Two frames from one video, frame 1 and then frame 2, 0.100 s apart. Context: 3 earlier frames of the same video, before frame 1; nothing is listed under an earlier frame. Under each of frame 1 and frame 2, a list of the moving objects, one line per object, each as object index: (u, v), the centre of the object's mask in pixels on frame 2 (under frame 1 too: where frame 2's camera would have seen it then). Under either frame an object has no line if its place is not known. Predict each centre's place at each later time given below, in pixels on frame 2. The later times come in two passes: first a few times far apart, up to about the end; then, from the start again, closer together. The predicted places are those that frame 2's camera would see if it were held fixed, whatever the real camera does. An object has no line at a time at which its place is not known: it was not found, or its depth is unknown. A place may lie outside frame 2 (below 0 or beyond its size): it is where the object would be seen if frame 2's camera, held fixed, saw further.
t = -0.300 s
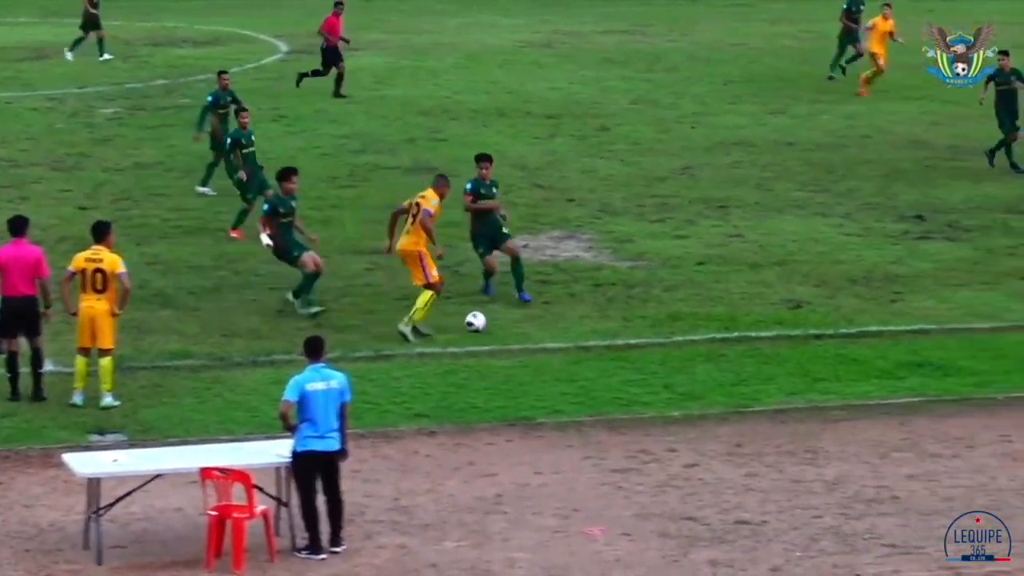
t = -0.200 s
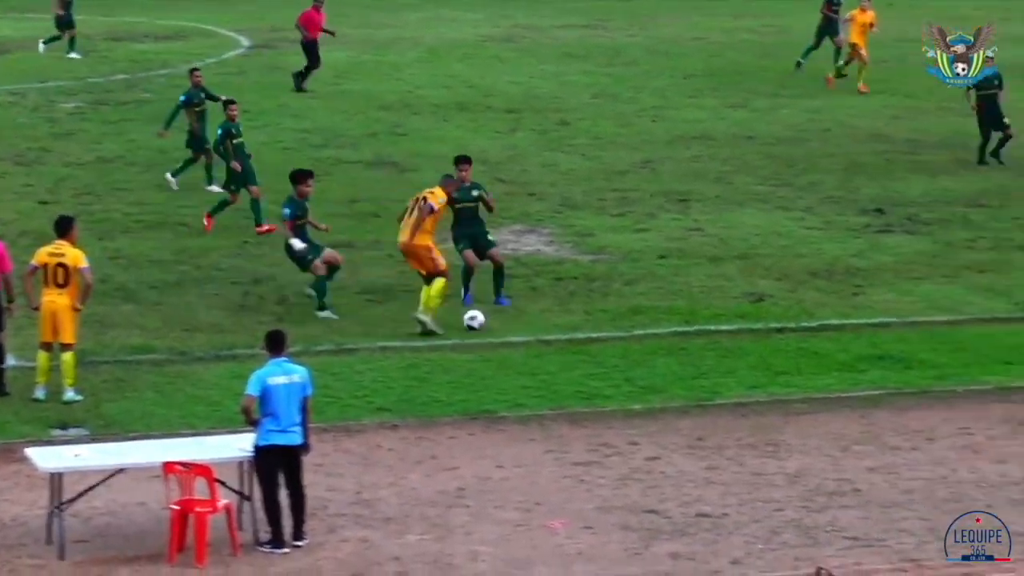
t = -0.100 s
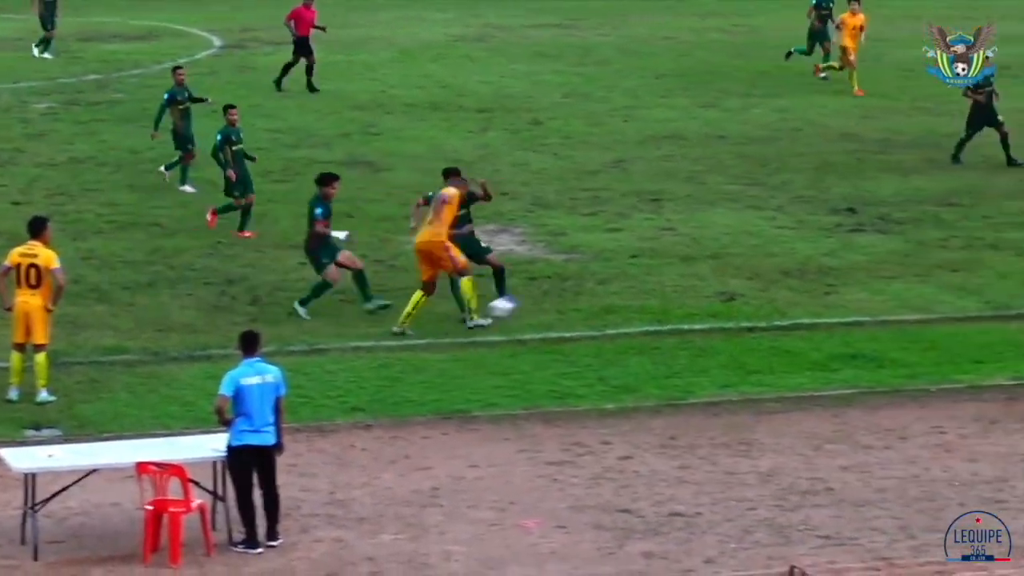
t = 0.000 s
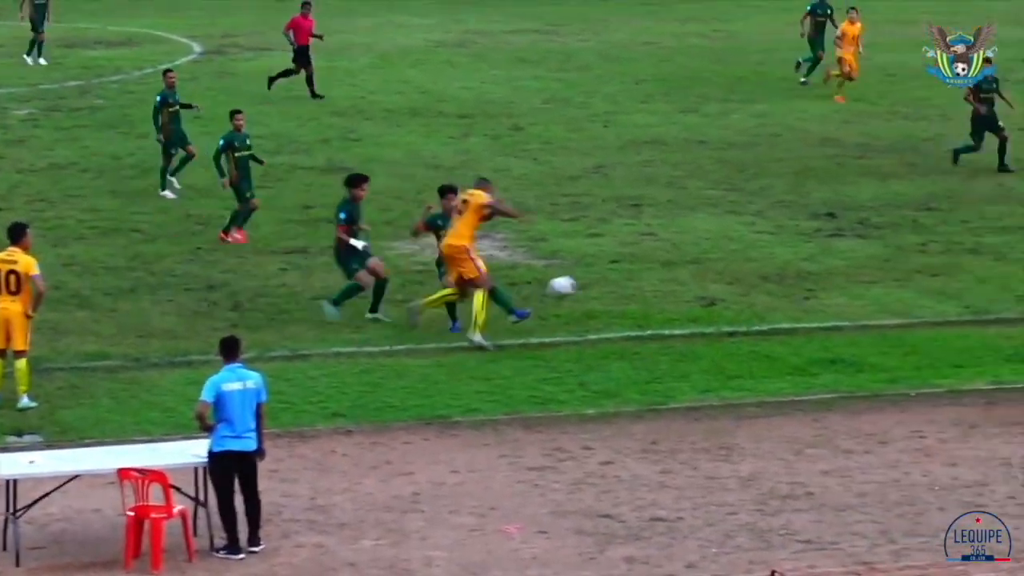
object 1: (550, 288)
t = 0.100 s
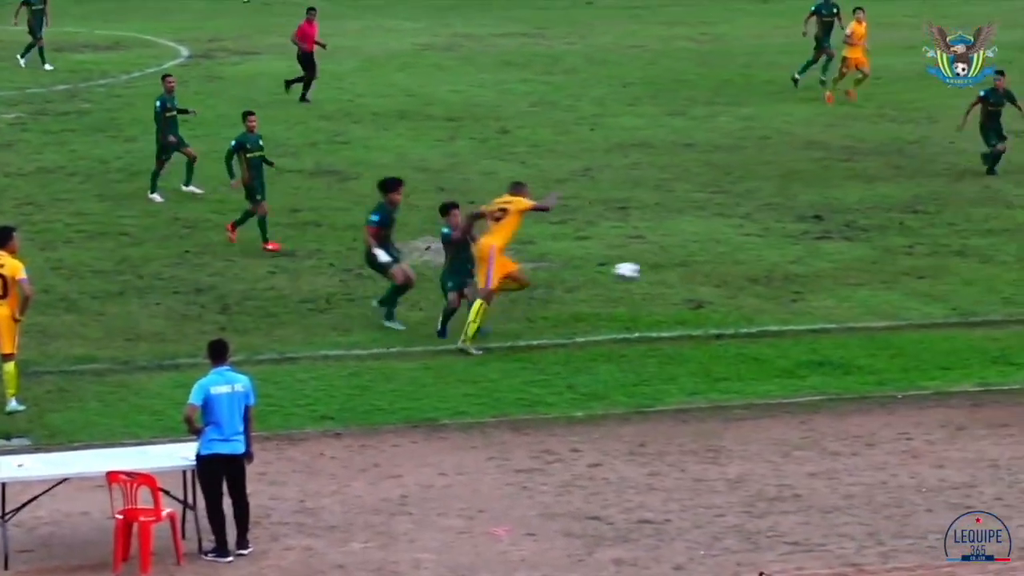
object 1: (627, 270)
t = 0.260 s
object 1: (745, 260)
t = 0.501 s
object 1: (910, 277)
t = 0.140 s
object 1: (657, 266)
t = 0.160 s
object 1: (672, 265)
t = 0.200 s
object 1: (701, 263)
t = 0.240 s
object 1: (730, 262)
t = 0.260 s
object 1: (745, 260)
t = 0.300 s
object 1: (773, 262)
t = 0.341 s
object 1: (801, 264)
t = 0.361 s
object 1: (816, 266)
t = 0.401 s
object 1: (844, 271)
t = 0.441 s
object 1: (872, 277)
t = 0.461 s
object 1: (886, 281)
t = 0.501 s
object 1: (910, 277)
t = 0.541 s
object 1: (933, 268)
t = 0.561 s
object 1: (943, 264)
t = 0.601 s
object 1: (965, 259)
